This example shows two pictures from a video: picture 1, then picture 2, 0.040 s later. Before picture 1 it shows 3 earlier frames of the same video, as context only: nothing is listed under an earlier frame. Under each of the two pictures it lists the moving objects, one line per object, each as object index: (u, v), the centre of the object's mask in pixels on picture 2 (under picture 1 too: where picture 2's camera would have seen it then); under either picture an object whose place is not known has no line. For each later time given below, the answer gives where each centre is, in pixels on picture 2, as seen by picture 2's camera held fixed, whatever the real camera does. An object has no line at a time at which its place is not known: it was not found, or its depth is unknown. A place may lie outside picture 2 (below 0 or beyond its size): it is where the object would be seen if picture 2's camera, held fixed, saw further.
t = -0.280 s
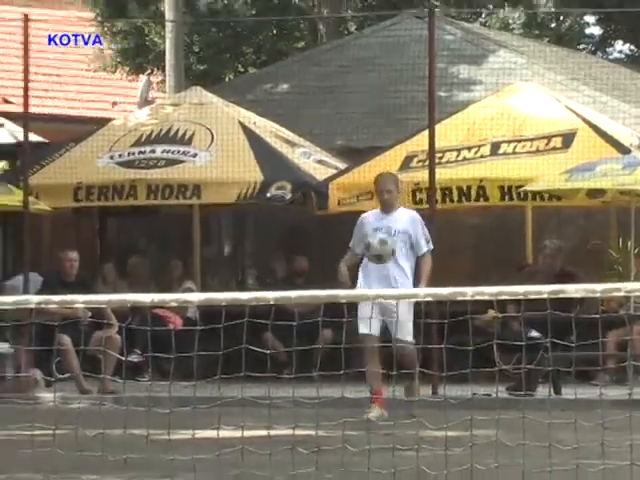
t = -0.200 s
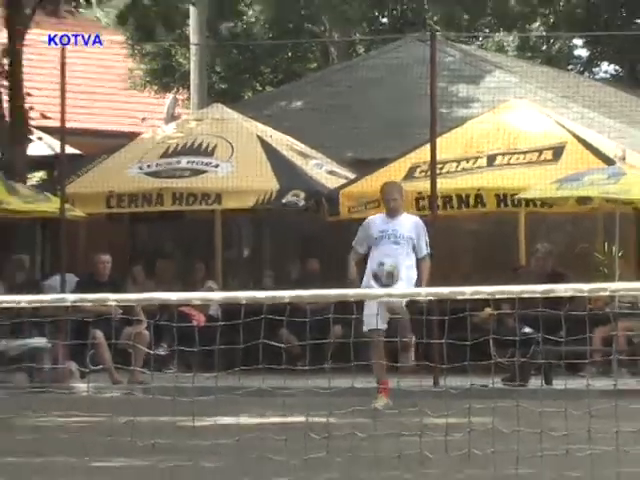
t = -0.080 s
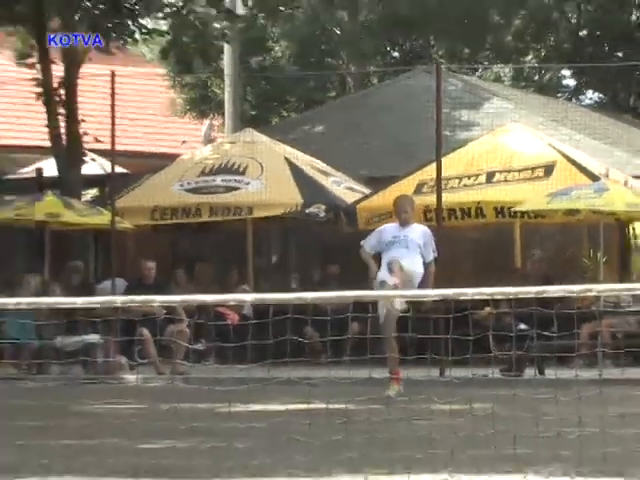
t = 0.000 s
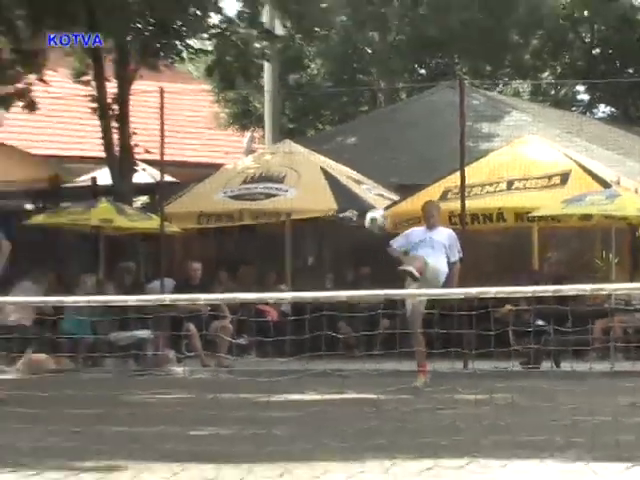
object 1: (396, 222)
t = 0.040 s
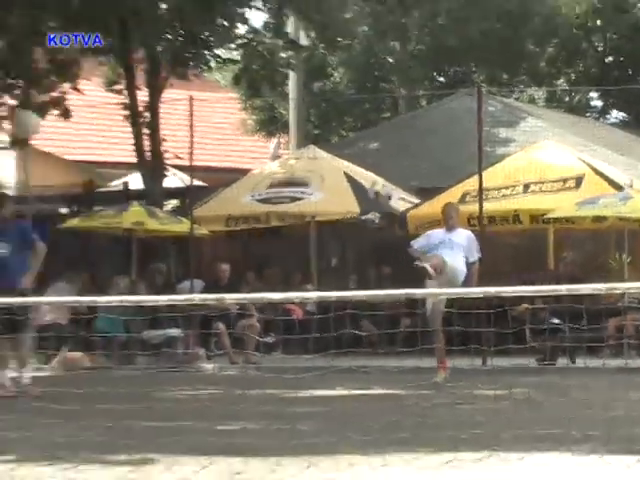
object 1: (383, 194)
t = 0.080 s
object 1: (361, 166)
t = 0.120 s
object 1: (345, 140)
